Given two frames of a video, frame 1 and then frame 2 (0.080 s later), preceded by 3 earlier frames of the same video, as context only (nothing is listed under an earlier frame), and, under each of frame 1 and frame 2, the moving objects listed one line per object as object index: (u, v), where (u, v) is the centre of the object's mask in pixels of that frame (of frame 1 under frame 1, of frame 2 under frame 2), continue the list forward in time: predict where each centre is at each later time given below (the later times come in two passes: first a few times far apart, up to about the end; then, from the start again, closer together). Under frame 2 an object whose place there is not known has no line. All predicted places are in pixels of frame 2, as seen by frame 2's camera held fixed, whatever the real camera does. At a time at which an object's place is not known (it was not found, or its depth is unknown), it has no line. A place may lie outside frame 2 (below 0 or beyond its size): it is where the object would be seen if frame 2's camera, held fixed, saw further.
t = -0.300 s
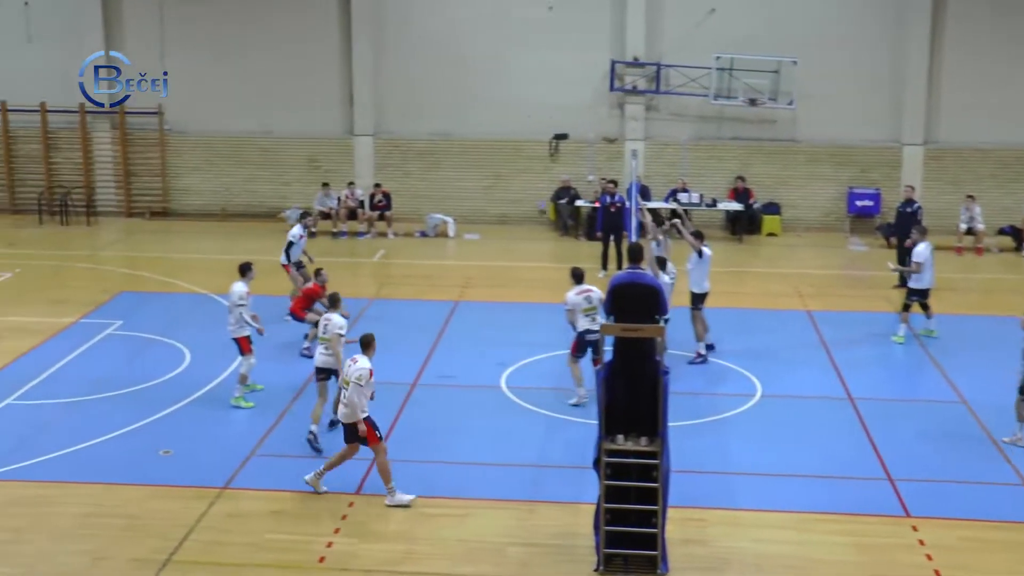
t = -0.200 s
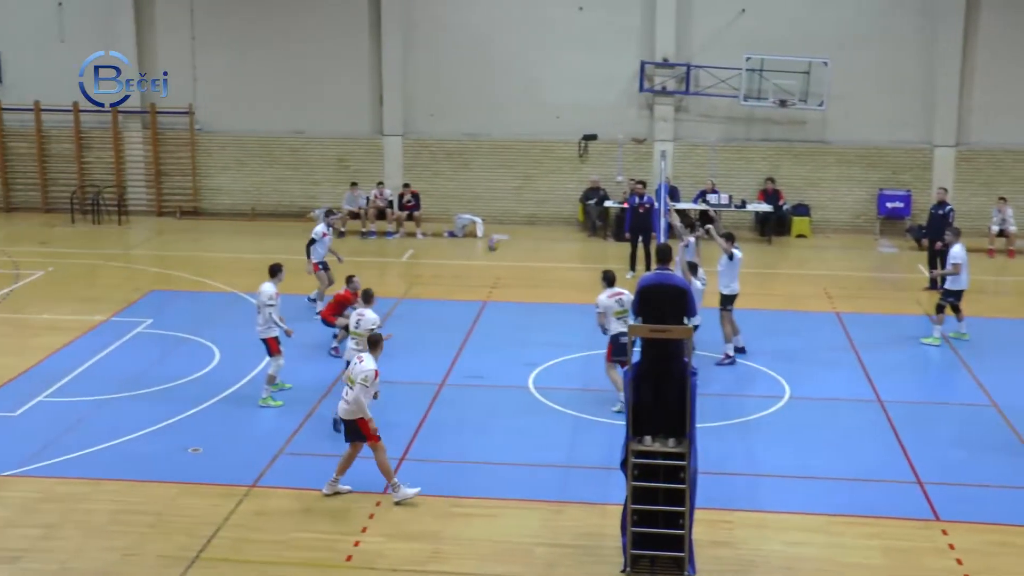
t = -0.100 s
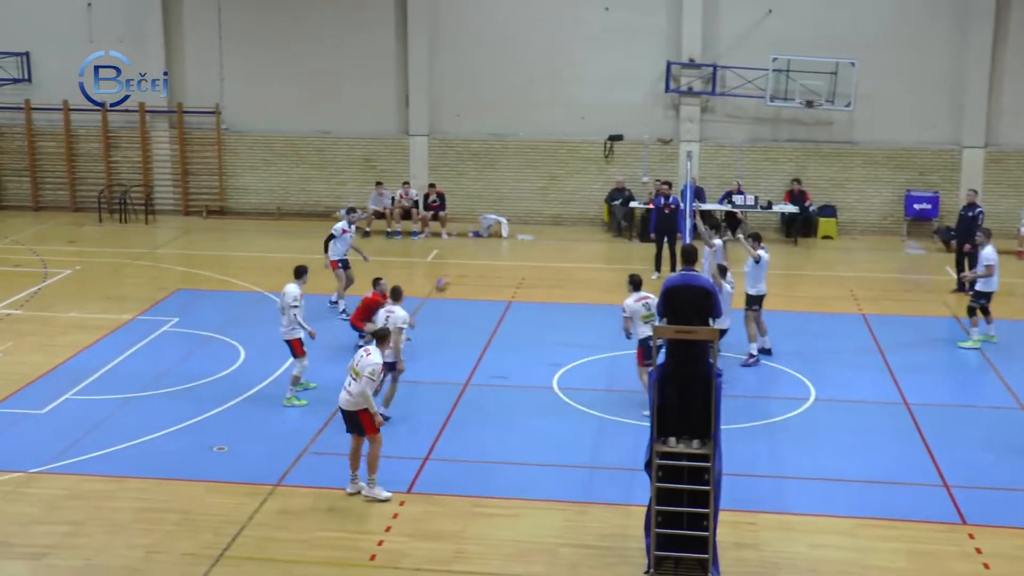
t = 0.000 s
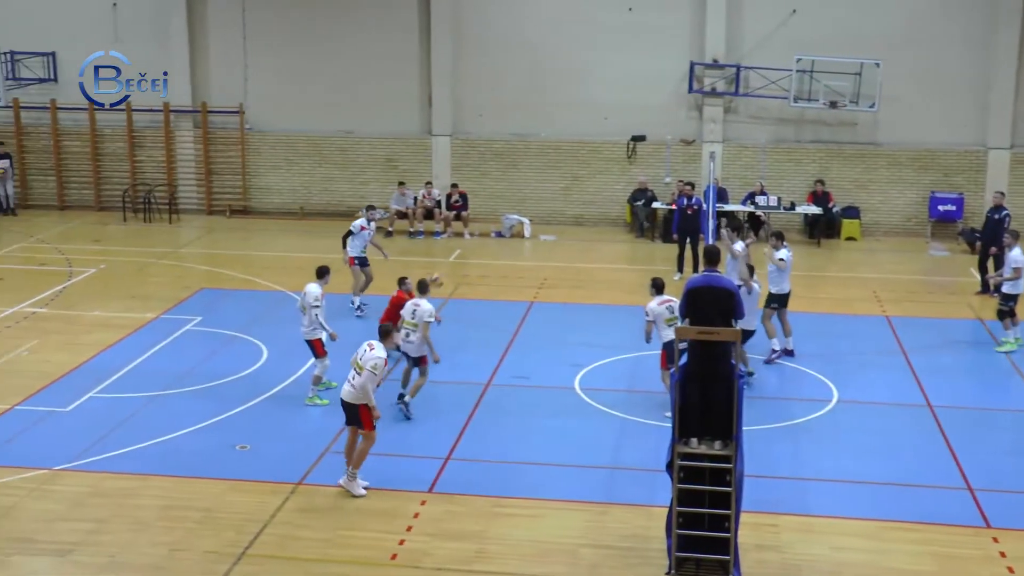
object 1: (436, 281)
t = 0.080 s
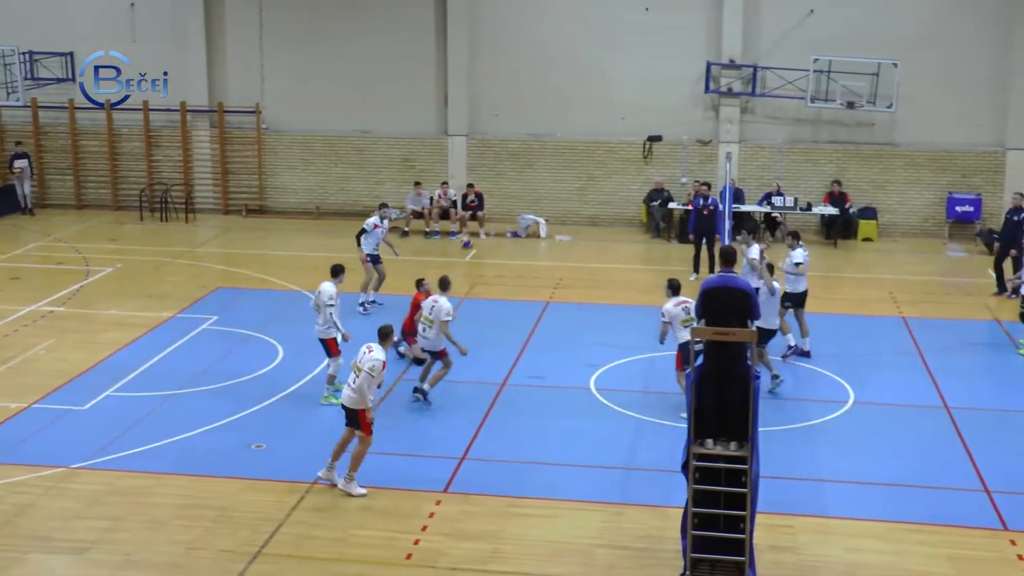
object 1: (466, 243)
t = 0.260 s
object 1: (498, 174)
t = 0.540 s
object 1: (545, 109)
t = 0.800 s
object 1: (587, 94)
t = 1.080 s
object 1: (631, 128)
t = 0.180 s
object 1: (483, 202)
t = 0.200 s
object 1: (488, 195)
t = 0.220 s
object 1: (491, 187)
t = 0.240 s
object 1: (495, 180)
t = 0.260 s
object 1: (498, 174)
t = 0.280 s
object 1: (501, 168)
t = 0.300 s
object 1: (505, 161)
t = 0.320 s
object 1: (507, 155)
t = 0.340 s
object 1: (512, 150)
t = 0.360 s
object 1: (515, 144)
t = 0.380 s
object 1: (518, 140)
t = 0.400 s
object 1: (522, 135)
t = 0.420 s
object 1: (525, 129)
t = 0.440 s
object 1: (529, 126)
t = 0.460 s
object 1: (532, 122)
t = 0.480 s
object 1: (535, 118)
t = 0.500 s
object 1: (539, 115)
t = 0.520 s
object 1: (542, 112)
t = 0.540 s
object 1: (545, 109)
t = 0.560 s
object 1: (548, 107)
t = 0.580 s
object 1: (552, 103)
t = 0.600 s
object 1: (555, 101)
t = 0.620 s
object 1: (558, 99)
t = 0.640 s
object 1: (562, 98)
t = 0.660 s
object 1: (565, 97)
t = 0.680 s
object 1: (568, 96)
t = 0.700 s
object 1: (571, 94)
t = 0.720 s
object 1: (574, 94)
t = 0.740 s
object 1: (577, 94)
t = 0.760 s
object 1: (581, 94)
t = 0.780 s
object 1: (584, 94)
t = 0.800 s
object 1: (587, 94)
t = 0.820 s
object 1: (590, 95)
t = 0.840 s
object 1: (594, 96)
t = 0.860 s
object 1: (597, 98)
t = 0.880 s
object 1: (600, 99)
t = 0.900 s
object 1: (603, 101)
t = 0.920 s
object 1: (606, 103)
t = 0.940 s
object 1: (609, 105)
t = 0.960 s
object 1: (612, 108)
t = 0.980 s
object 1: (615, 111)
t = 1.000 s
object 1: (618, 114)
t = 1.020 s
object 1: (622, 117)
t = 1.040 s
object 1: (625, 121)
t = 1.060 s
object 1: (628, 124)
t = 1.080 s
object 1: (631, 128)
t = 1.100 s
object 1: (634, 133)
